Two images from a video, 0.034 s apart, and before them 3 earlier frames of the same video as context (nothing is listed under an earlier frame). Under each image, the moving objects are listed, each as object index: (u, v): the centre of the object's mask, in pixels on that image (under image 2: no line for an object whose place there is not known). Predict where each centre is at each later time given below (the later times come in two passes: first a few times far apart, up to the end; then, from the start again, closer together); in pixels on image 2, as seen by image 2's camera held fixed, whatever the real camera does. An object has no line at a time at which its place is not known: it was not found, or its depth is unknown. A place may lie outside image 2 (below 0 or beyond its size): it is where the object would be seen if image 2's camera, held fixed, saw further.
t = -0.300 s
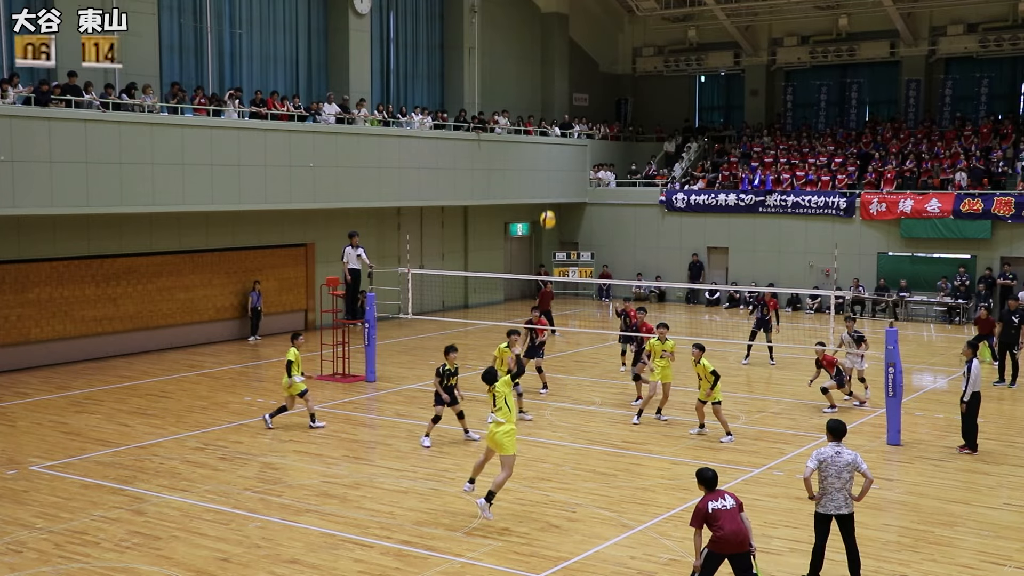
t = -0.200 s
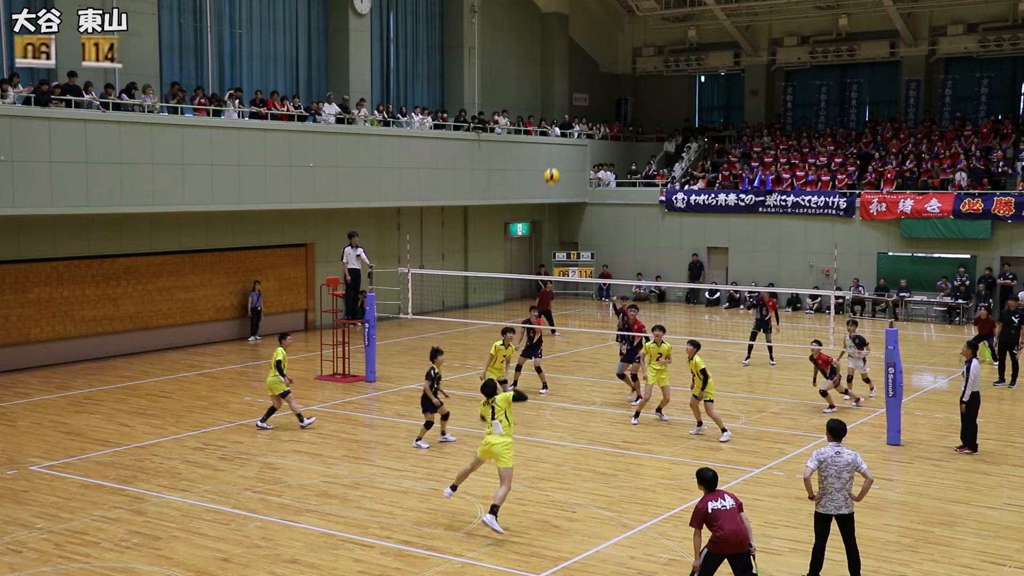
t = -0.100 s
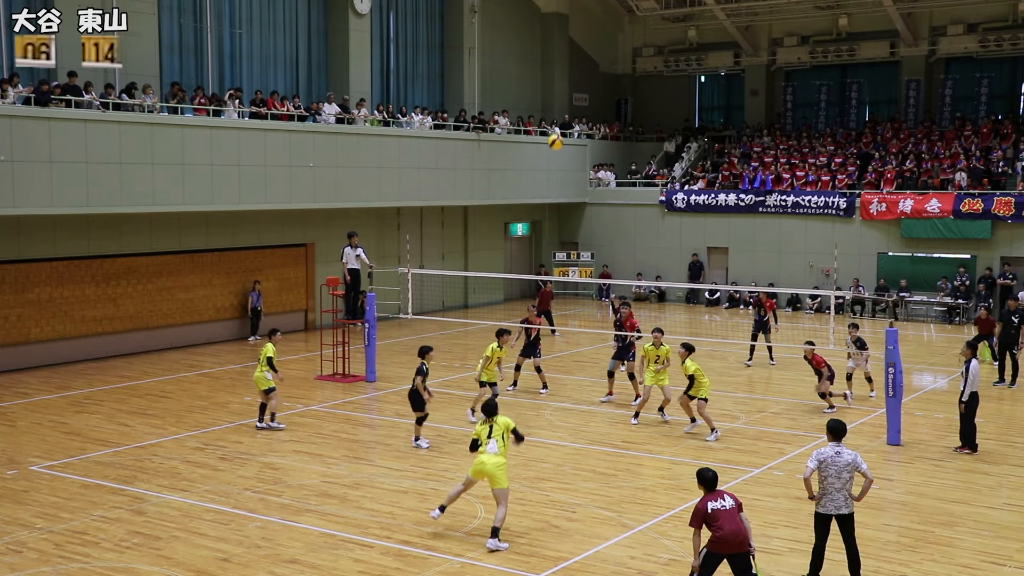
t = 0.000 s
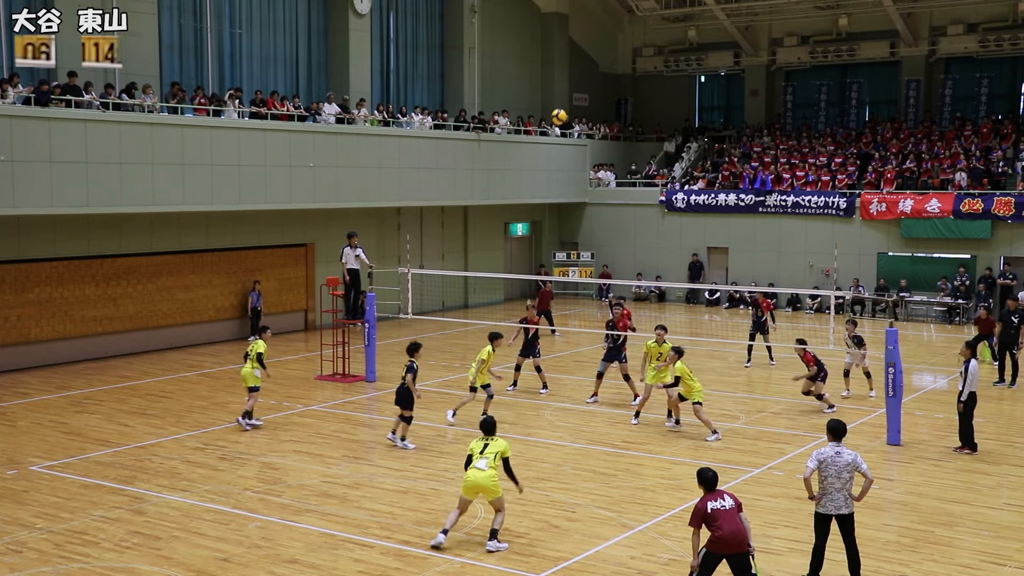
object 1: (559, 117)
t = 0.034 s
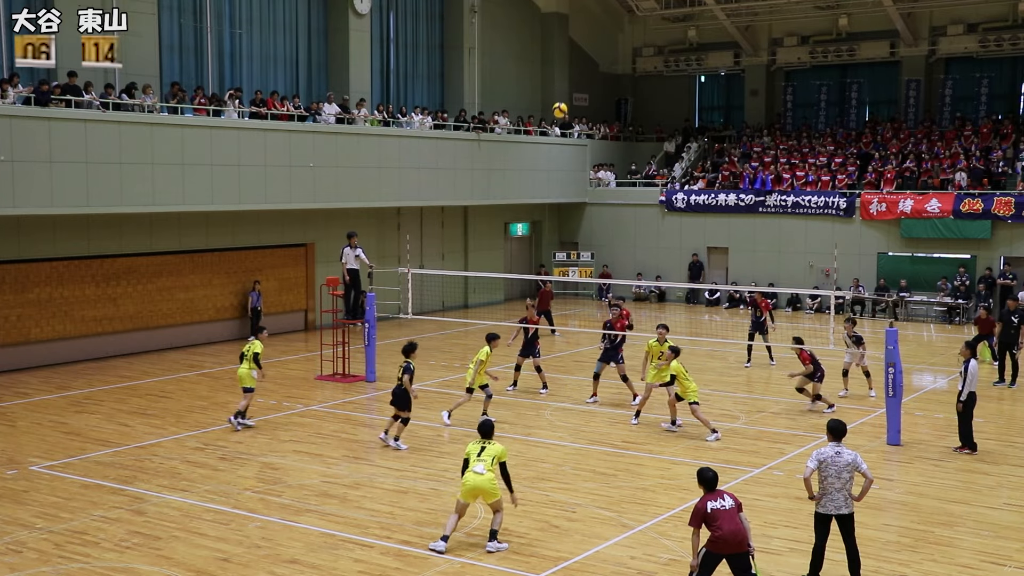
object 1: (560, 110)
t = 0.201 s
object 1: (564, 89)
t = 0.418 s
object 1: (568, 90)
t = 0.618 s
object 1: (571, 116)
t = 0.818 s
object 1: (574, 163)
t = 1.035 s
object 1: (576, 235)
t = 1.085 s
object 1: (577, 253)
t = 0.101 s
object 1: (561, 99)
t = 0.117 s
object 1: (562, 97)
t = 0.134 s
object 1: (562, 95)
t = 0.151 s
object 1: (563, 93)
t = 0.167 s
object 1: (563, 92)
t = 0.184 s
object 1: (564, 90)
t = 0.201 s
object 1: (564, 89)
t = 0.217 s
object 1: (564, 88)
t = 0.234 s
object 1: (564, 87)
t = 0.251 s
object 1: (565, 86)
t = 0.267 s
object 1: (565, 86)
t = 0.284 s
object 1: (565, 85)
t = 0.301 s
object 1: (566, 85)
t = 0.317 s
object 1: (566, 86)
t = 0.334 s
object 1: (566, 86)
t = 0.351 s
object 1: (567, 86)
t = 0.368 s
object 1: (567, 87)
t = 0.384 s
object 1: (567, 88)
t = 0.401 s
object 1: (567, 89)
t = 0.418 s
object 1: (568, 90)
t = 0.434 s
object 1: (568, 91)
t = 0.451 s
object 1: (569, 93)
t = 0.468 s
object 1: (569, 94)
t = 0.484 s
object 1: (569, 96)
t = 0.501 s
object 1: (570, 98)
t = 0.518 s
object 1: (570, 100)
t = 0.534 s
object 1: (570, 103)
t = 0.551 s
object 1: (570, 105)
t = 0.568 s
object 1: (570, 108)
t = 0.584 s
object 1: (571, 110)
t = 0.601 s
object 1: (571, 113)
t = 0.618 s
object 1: (571, 116)
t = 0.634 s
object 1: (571, 119)
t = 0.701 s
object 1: (572, 133)
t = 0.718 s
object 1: (573, 137)
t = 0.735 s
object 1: (573, 141)
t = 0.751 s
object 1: (573, 145)
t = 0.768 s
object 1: (573, 150)
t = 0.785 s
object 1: (574, 154)
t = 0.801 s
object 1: (574, 159)
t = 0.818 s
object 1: (574, 163)
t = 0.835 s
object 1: (574, 168)
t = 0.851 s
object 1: (574, 173)
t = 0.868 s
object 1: (574, 178)
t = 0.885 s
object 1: (574, 183)
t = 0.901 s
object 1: (575, 188)
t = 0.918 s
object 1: (575, 194)
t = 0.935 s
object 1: (575, 200)
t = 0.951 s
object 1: (575, 206)
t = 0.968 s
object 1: (576, 211)
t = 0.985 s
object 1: (576, 217)
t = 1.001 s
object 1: (576, 223)
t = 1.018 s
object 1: (576, 229)
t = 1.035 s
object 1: (576, 235)
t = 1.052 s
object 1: (577, 241)
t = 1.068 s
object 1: (577, 247)
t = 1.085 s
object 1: (577, 253)
